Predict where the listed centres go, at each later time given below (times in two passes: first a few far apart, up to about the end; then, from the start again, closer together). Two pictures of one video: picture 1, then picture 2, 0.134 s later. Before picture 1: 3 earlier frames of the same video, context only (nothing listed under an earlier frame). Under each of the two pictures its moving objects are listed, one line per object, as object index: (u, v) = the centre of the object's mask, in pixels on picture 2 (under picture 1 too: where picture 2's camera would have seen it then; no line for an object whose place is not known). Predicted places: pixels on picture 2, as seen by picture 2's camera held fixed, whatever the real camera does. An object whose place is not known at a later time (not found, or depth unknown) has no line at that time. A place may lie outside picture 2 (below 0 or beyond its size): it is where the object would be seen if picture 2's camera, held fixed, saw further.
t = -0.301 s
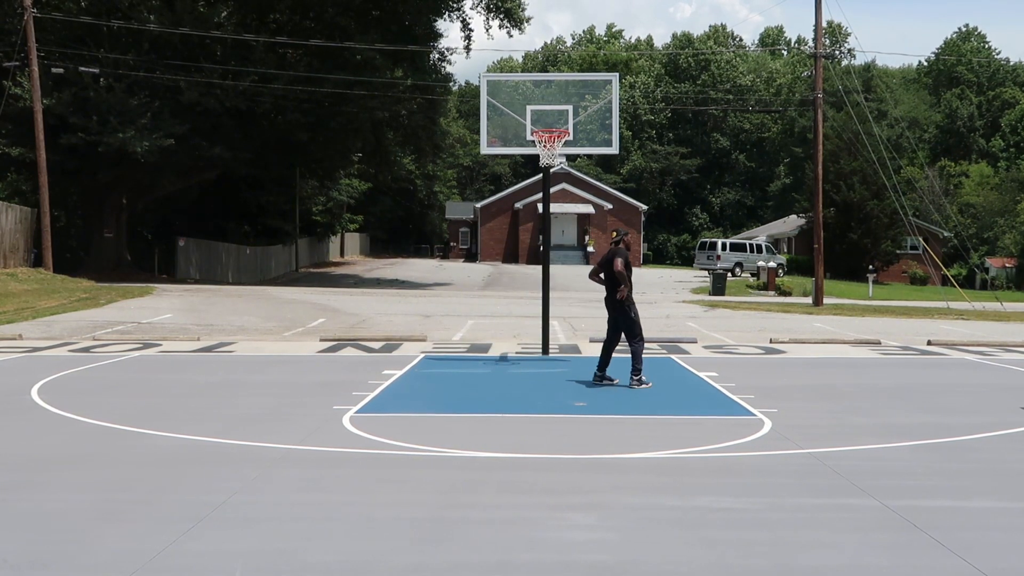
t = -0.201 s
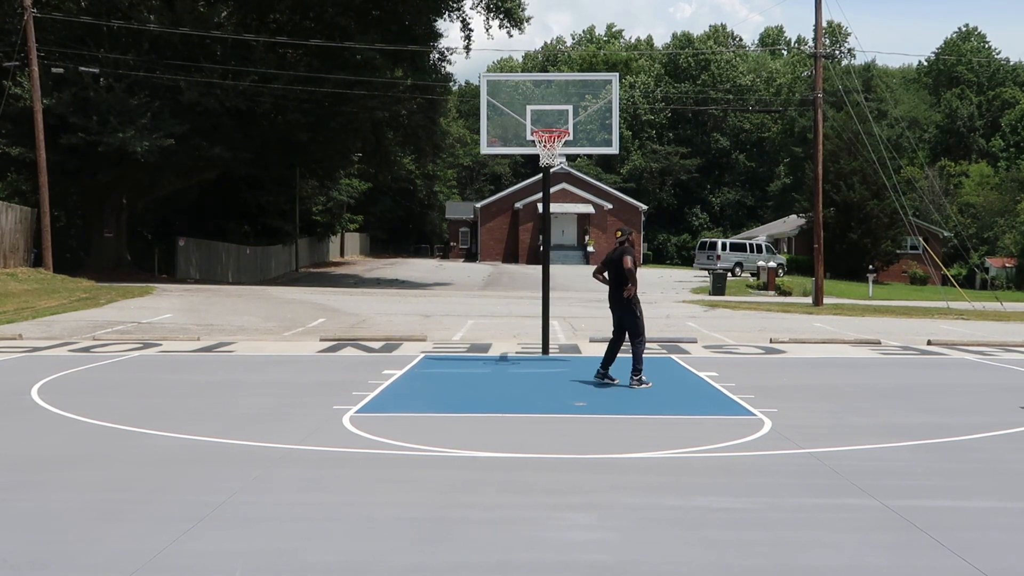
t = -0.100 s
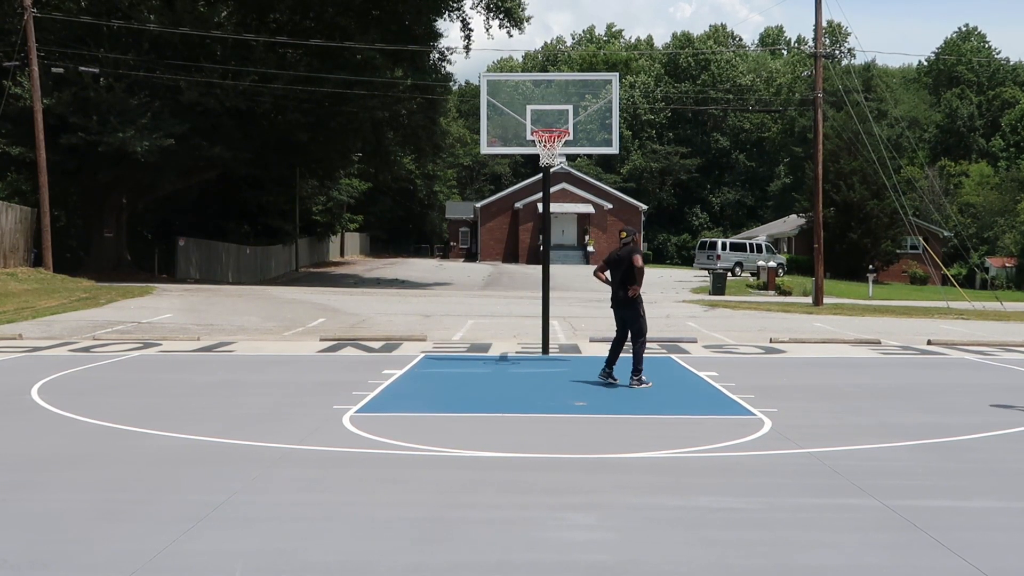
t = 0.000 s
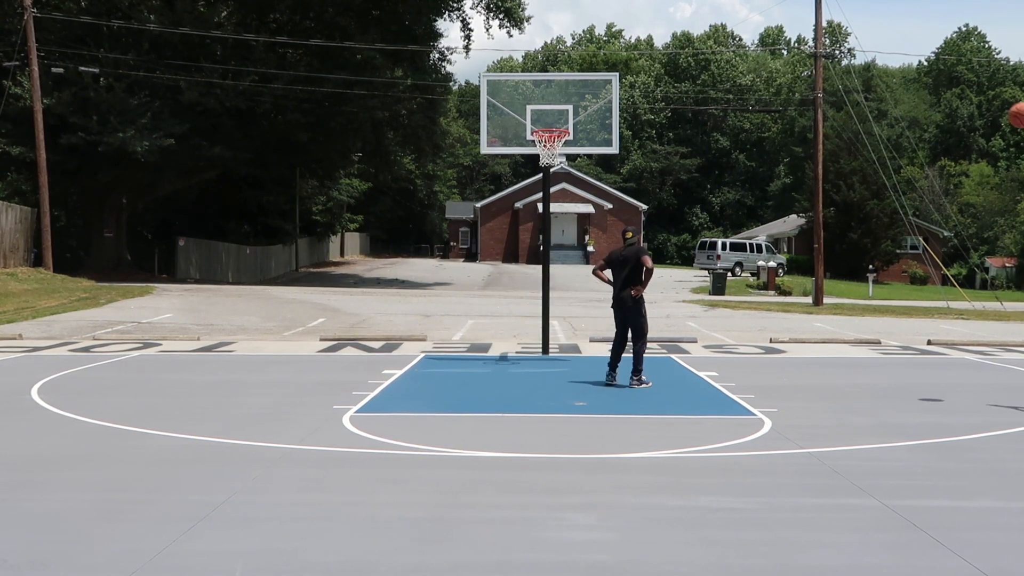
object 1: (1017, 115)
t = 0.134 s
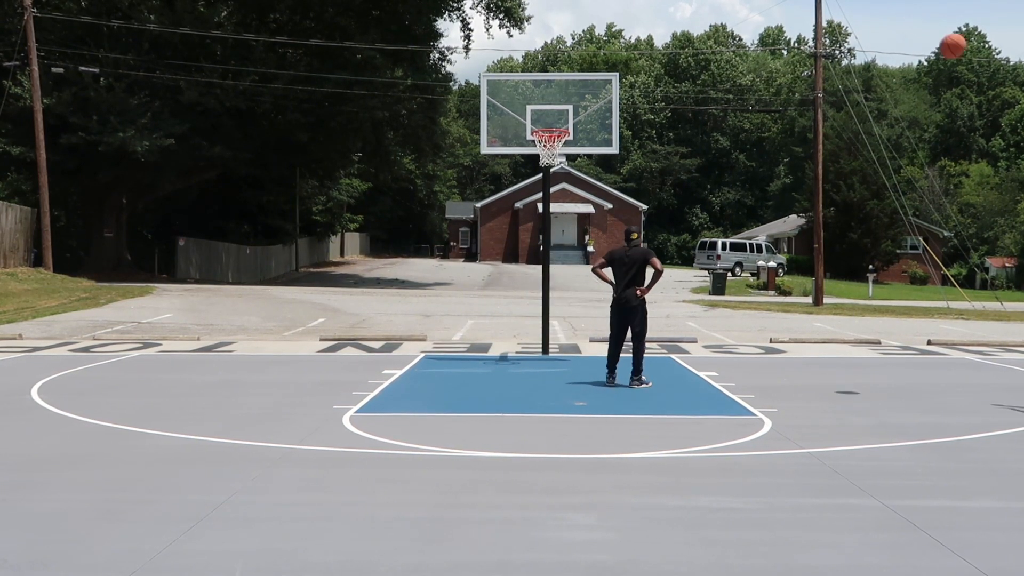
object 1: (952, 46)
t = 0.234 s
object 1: (902, 9)
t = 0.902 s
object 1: (636, 15)
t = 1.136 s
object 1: (562, 98)
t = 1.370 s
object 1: (546, 149)
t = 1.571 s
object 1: (531, 166)
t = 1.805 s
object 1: (517, 218)
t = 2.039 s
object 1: (502, 310)
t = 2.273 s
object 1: (499, 302)
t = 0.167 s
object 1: (935, 32)
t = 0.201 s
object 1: (919, 20)
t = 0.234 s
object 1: (902, 9)
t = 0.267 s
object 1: (886, 5)
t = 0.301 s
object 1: (870, 1)
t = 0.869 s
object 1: (647, 7)
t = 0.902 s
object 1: (636, 15)
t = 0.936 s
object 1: (624, 25)
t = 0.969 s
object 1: (614, 35)
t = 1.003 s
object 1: (603, 47)
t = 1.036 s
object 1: (593, 58)
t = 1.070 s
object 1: (582, 71)
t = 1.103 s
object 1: (572, 85)
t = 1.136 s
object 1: (562, 98)
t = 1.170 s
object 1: (552, 113)
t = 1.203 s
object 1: (543, 124)
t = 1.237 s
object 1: (551, 130)
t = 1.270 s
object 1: (559, 137)
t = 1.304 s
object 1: (554, 140)
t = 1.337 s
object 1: (550, 144)
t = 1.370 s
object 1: (546, 149)
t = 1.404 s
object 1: (542, 153)
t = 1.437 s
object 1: (539, 156)
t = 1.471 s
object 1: (537, 157)
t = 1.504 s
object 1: (535, 159)
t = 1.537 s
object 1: (533, 163)
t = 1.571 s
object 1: (531, 166)
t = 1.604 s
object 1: (529, 171)
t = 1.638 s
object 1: (527, 177)
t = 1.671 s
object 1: (524, 184)
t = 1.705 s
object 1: (523, 191)
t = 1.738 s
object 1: (520, 200)
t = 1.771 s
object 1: (519, 209)
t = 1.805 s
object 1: (517, 218)
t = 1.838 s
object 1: (515, 229)
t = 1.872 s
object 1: (513, 240)
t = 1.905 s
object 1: (511, 253)
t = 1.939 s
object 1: (508, 265)
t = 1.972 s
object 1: (506, 280)
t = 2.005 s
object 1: (504, 294)
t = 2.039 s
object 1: (502, 310)
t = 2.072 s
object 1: (500, 326)
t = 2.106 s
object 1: (498, 343)
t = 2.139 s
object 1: (497, 356)
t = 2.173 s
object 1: (497, 341)
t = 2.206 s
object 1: (498, 327)
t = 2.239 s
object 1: (498, 314)
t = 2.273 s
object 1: (499, 302)
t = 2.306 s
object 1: (499, 291)
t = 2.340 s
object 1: (500, 280)
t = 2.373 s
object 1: (500, 271)
